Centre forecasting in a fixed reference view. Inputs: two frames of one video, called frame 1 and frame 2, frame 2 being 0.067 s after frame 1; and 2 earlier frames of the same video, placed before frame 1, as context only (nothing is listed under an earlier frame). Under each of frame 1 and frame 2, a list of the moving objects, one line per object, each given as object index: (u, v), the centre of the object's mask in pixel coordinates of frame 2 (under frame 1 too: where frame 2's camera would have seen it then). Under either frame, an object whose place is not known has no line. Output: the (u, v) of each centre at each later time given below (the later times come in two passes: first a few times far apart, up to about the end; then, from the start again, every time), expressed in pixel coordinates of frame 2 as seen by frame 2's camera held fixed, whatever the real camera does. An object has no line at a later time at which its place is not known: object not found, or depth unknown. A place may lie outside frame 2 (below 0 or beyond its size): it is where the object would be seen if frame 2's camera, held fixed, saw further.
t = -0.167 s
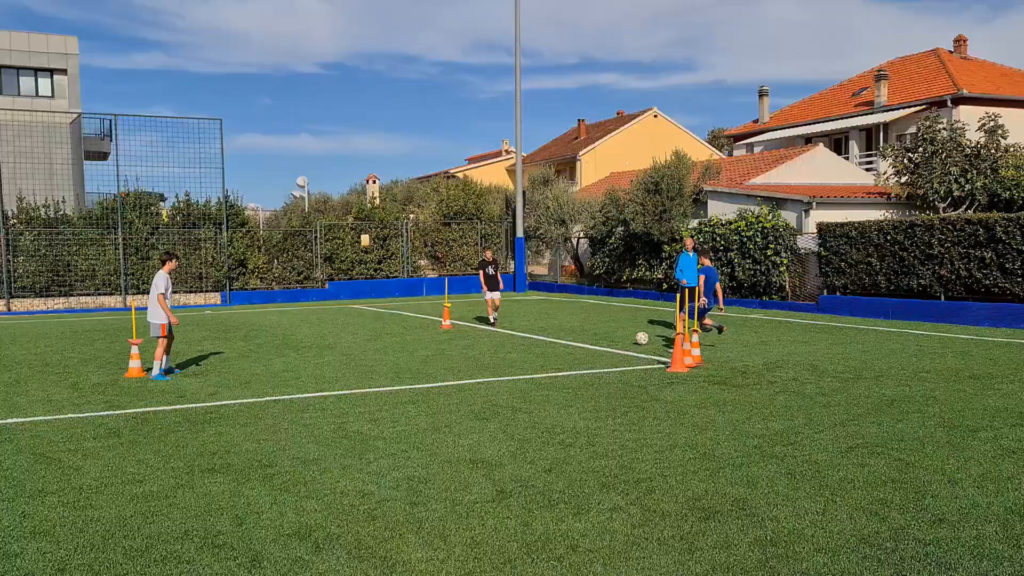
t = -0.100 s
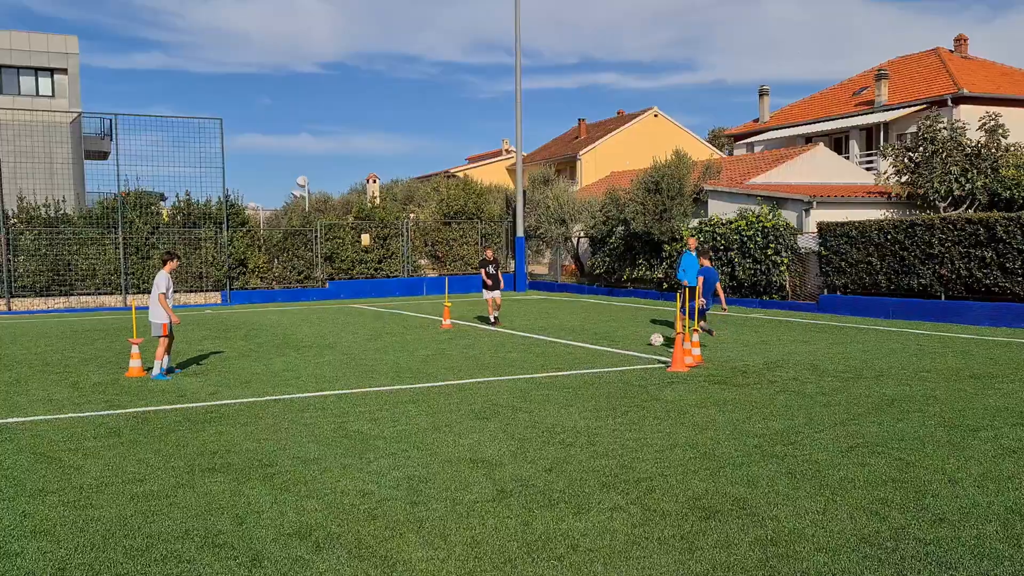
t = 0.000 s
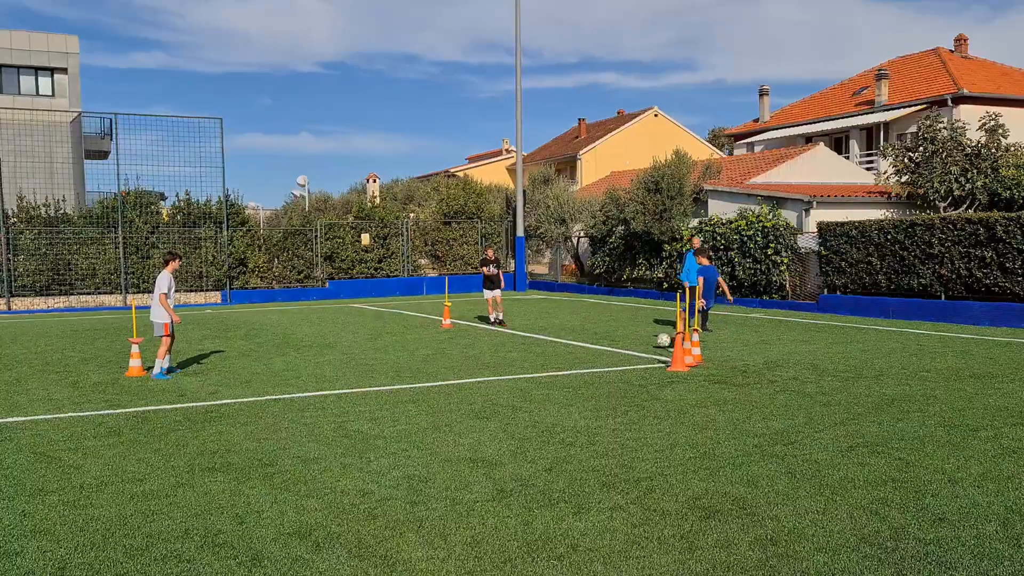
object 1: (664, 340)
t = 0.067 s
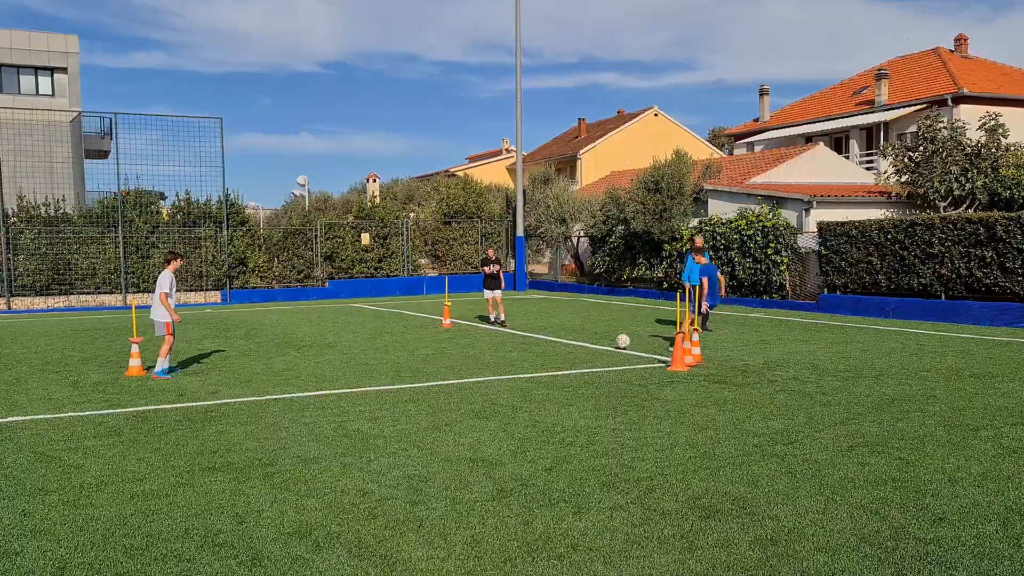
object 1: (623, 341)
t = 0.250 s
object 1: (516, 346)
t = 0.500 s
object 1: (385, 352)
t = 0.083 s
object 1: (613, 342)
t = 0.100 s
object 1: (603, 342)
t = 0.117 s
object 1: (592, 343)
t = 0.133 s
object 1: (581, 345)
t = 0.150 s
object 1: (571, 345)
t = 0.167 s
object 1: (562, 346)
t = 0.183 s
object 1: (553, 346)
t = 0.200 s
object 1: (544, 345)
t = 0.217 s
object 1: (535, 345)
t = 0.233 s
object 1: (525, 345)
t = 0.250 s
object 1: (516, 346)
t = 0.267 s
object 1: (507, 346)
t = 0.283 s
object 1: (497, 346)
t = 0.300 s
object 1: (489, 346)
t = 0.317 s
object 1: (479, 347)
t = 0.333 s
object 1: (470, 348)
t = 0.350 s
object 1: (461, 349)
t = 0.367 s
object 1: (451, 350)
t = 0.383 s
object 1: (443, 350)
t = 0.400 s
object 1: (434, 350)
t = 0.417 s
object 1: (426, 350)
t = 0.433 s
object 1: (418, 350)
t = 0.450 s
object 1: (410, 350)
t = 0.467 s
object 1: (402, 351)
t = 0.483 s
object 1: (393, 351)
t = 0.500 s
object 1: (385, 352)
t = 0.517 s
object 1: (377, 352)
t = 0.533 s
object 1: (368, 353)
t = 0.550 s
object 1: (361, 353)
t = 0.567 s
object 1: (354, 353)
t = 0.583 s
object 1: (346, 353)
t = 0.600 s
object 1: (338, 353)
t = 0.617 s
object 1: (331, 353)
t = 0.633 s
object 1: (324, 354)
